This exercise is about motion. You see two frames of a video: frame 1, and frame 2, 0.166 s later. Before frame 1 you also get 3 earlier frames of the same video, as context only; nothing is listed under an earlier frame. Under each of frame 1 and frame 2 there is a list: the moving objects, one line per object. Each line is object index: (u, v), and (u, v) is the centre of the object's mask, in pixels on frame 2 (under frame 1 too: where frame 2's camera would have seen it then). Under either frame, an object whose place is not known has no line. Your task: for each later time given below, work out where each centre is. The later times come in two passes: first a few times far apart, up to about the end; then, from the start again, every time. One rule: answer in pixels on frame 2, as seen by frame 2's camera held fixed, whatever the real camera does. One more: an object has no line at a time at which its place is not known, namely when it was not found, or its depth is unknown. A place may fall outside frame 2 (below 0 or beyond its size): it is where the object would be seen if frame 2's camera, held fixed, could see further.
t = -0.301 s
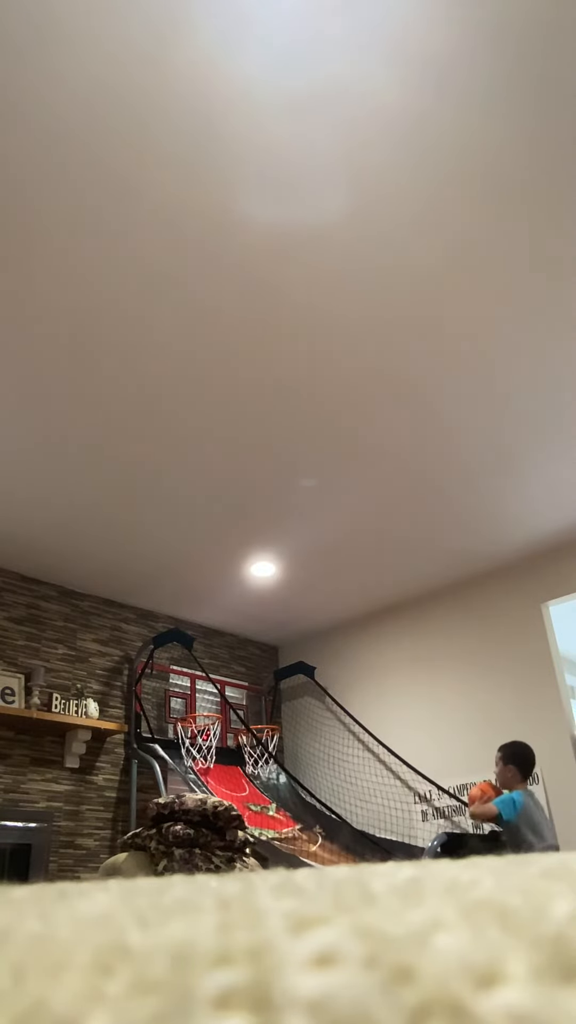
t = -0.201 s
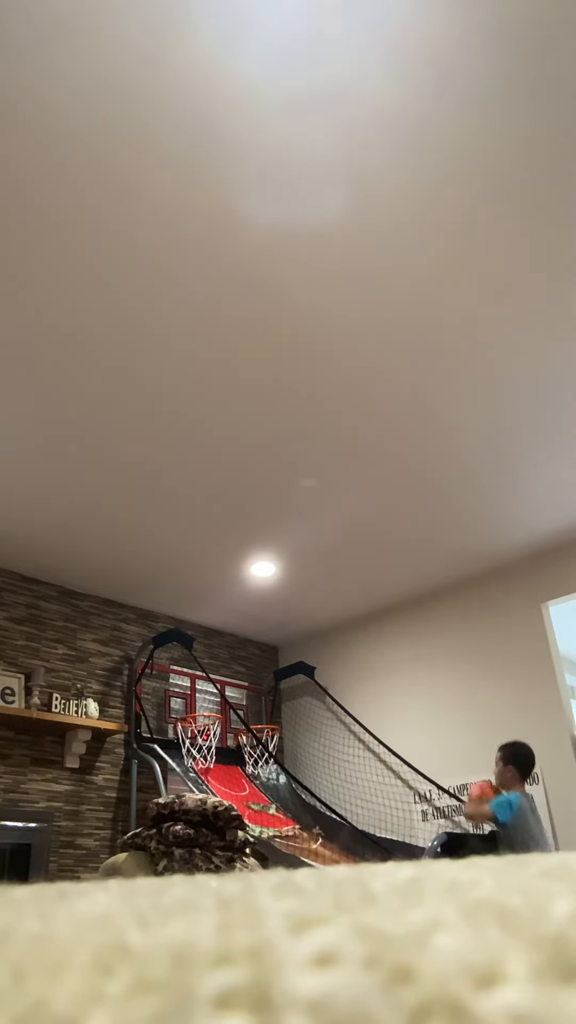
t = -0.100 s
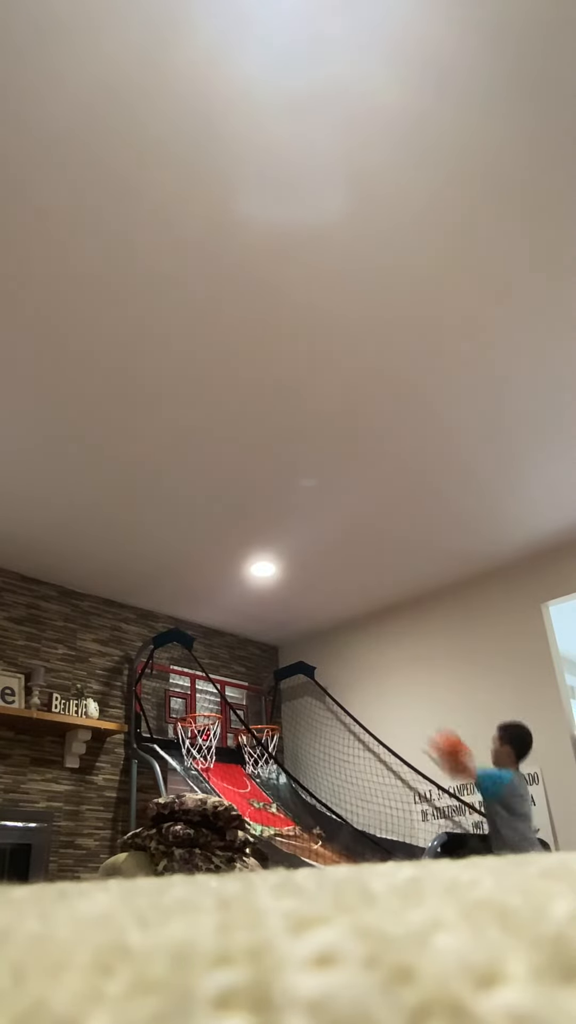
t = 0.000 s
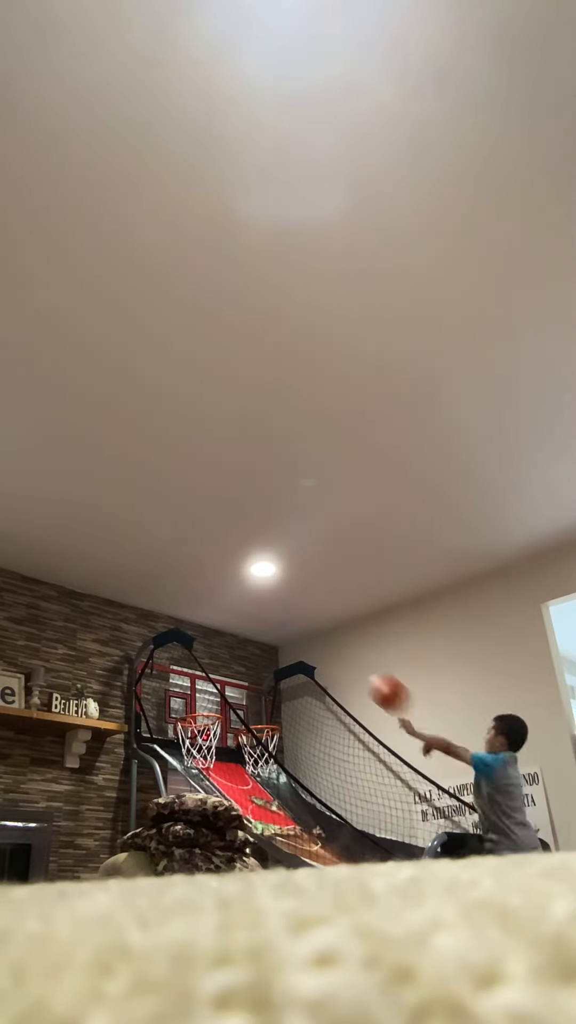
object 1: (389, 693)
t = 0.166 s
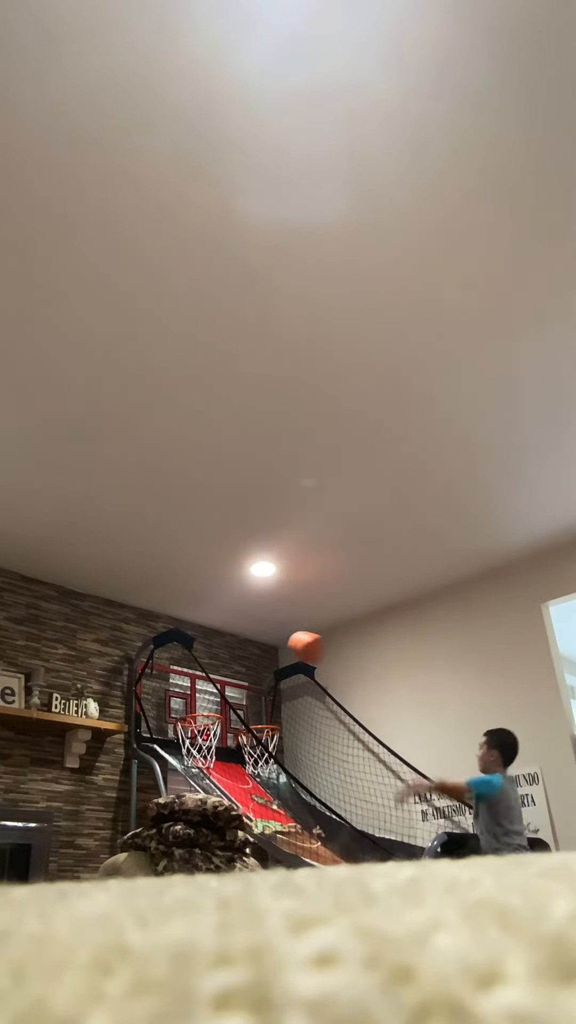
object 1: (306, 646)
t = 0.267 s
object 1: (267, 643)
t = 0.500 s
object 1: (187, 691)
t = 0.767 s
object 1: (201, 688)
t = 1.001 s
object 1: (233, 746)
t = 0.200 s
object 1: (292, 643)
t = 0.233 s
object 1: (280, 642)
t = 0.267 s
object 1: (267, 643)
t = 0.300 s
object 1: (256, 645)
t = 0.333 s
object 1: (245, 649)
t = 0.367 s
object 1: (232, 654)
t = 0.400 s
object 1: (221, 659)
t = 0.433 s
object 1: (210, 667)
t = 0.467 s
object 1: (197, 680)
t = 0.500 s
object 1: (187, 691)
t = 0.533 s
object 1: (176, 704)
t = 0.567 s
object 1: (177, 707)
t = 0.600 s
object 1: (182, 701)
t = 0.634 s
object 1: (184, 695)
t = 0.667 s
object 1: (189, 690)
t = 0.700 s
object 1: (193, 688)
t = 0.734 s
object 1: (197, 687)
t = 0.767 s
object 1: (201, 688)
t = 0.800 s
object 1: (205, 690)
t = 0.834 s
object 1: (210, 695)
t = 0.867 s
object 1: (213, 703)
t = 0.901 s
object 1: (218, 710)
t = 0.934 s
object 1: (224, 719)
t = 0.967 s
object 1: (229, 731)
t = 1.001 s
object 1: (233, 746)
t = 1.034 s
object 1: (239, 764)
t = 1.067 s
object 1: (246, 783)
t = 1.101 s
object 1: (253, 804)
